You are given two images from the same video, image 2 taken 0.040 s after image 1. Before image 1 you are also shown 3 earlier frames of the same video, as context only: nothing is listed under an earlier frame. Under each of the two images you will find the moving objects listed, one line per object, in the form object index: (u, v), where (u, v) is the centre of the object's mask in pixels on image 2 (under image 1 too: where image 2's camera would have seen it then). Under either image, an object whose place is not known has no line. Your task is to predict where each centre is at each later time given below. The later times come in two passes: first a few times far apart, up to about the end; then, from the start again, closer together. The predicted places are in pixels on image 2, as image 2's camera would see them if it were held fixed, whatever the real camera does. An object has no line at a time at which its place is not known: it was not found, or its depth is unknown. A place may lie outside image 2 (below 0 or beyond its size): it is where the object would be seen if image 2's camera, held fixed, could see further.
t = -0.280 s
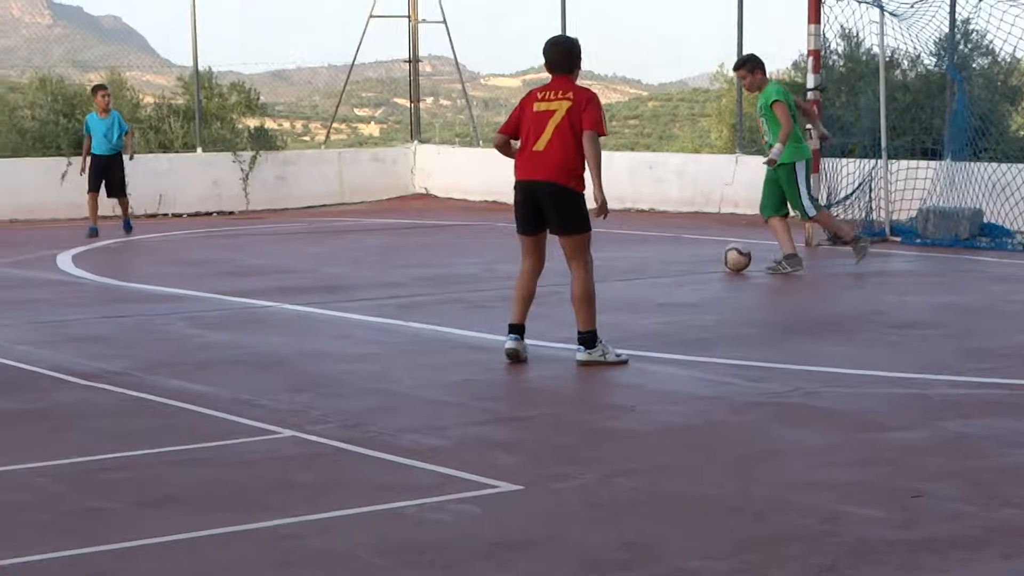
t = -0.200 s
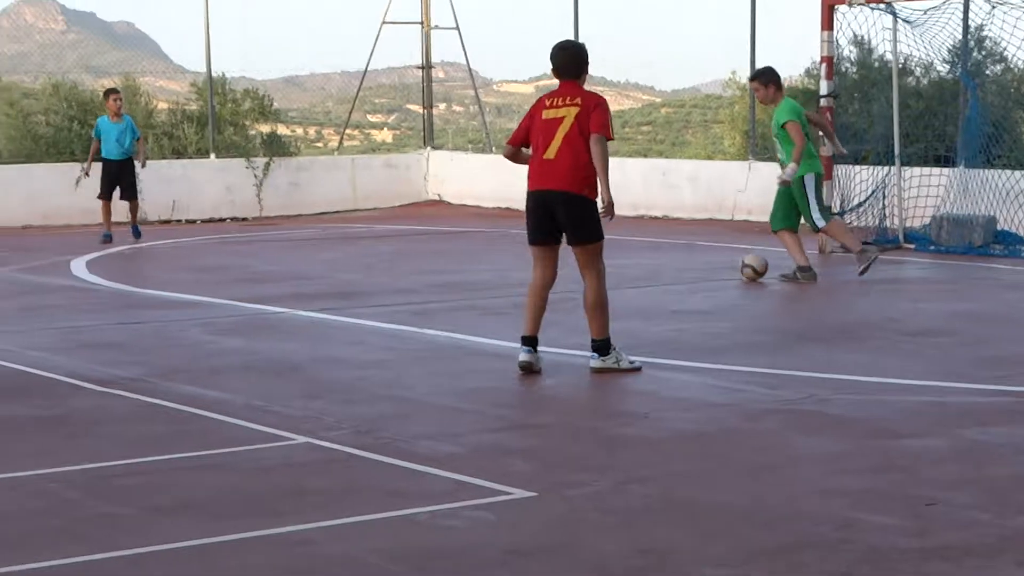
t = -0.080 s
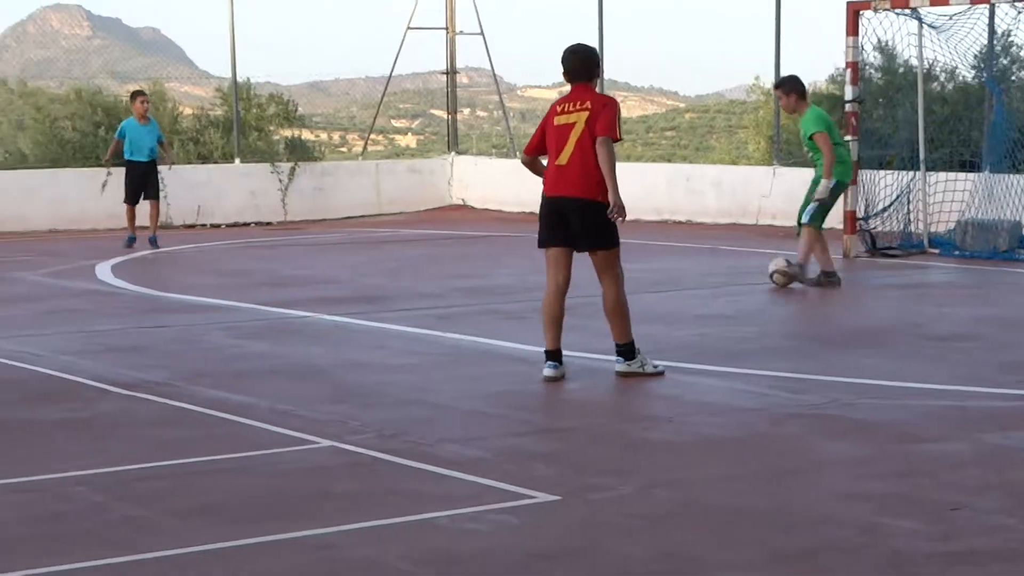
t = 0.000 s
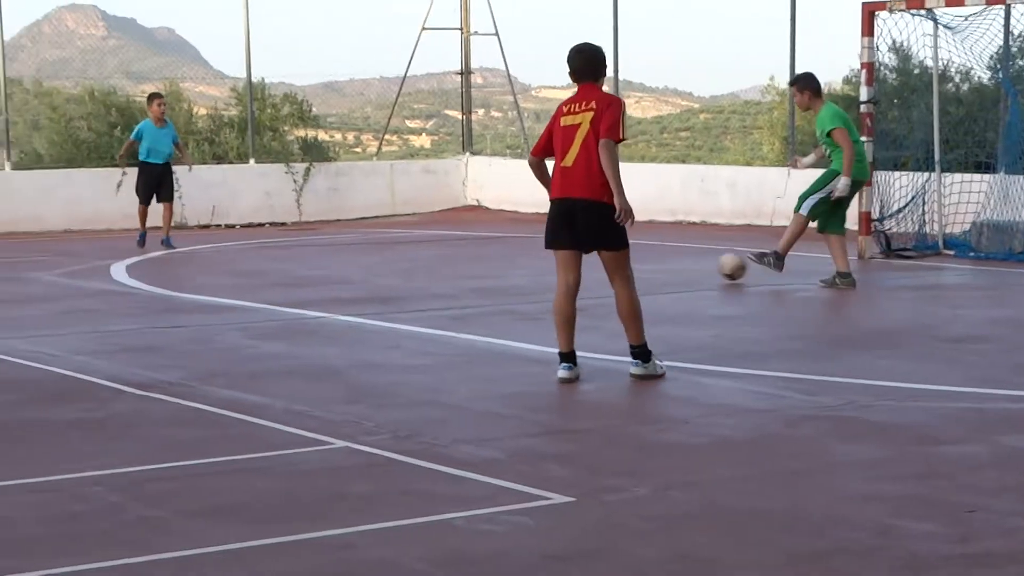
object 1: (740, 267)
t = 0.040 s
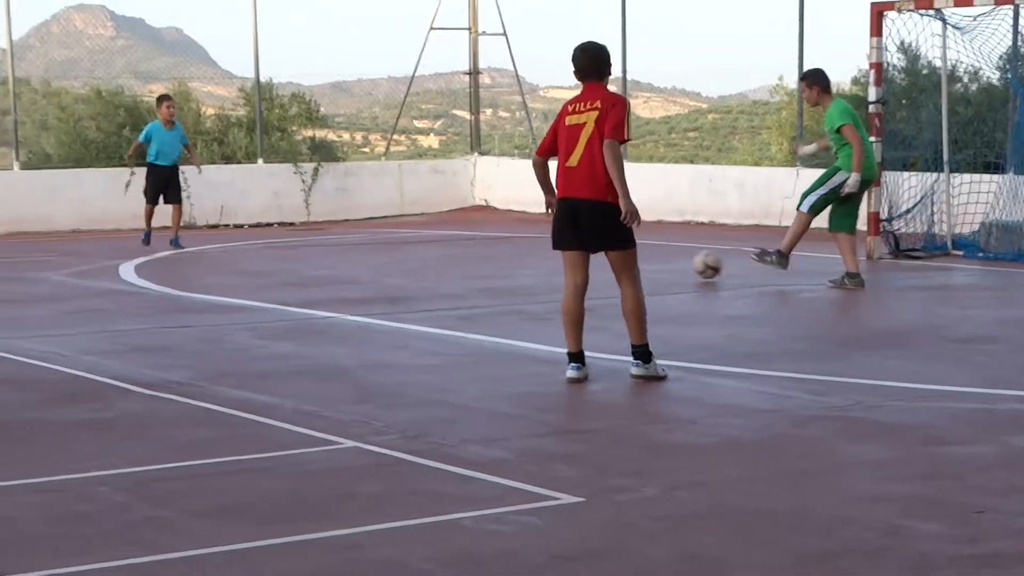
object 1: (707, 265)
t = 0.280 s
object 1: (546, 260)
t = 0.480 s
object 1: (448, 255)
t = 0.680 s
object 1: (356, 249)
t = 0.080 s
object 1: (676, 265)
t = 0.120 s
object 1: (647, 263)
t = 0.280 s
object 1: (546, 260)
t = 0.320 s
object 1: (527, 258)
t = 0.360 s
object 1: (507, 258)
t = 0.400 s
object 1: (486, 257)
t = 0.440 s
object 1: (467, 255)
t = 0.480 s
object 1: (448, 255)
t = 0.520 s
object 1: (428, 254)
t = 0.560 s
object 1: (411, 253)
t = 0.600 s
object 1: (392, 251)
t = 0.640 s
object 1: (373, 250)
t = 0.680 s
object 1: (356, 249)
